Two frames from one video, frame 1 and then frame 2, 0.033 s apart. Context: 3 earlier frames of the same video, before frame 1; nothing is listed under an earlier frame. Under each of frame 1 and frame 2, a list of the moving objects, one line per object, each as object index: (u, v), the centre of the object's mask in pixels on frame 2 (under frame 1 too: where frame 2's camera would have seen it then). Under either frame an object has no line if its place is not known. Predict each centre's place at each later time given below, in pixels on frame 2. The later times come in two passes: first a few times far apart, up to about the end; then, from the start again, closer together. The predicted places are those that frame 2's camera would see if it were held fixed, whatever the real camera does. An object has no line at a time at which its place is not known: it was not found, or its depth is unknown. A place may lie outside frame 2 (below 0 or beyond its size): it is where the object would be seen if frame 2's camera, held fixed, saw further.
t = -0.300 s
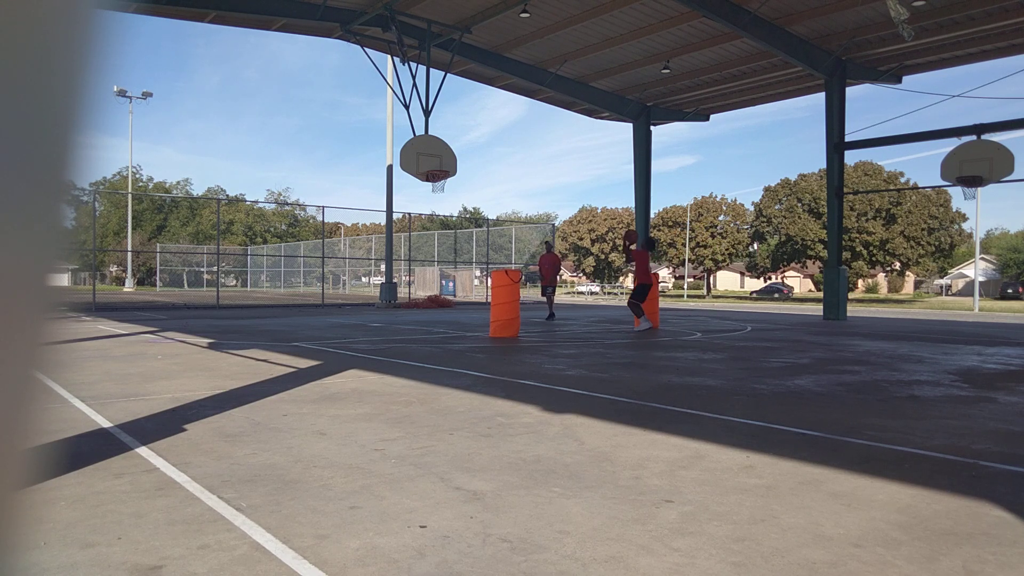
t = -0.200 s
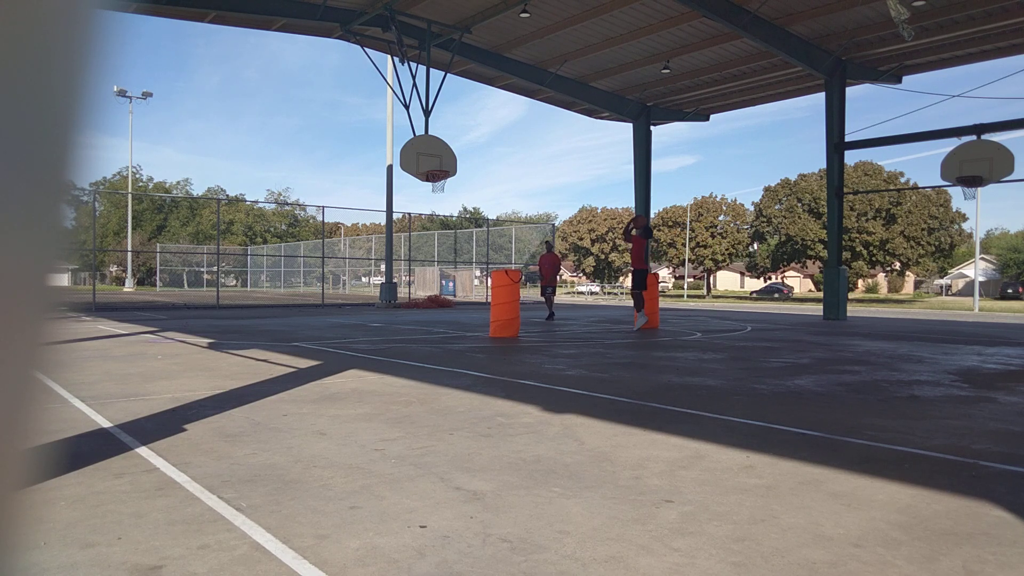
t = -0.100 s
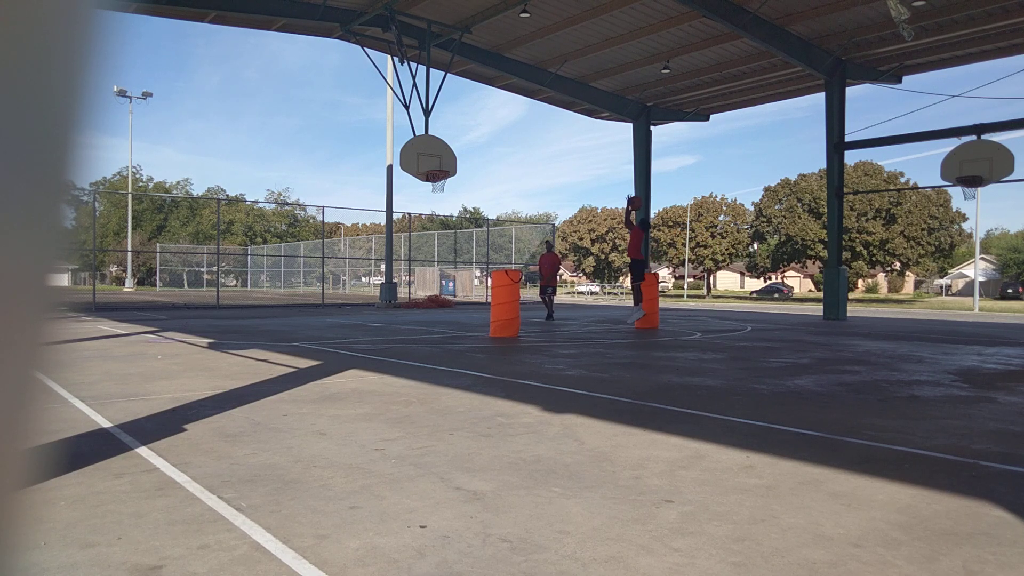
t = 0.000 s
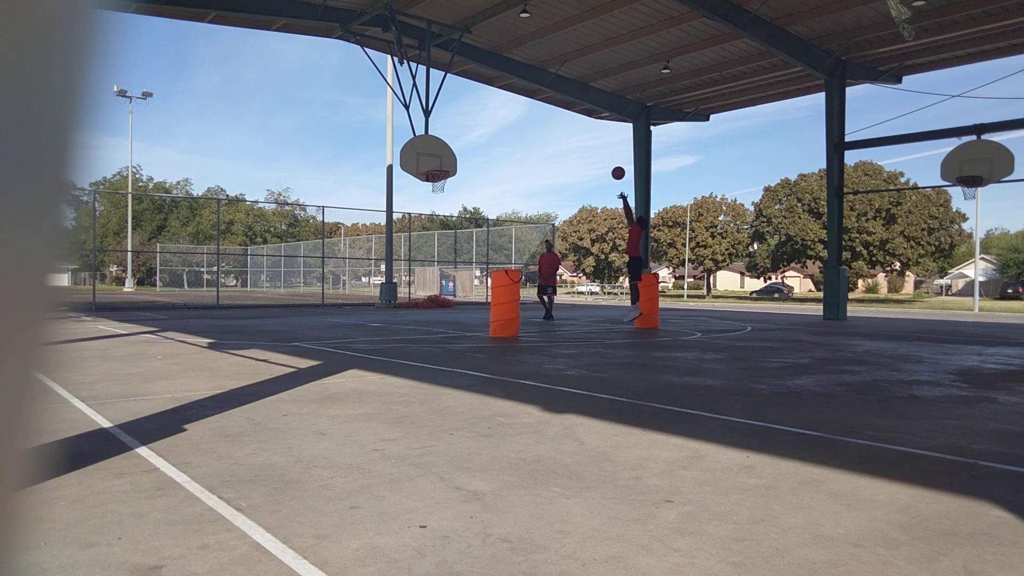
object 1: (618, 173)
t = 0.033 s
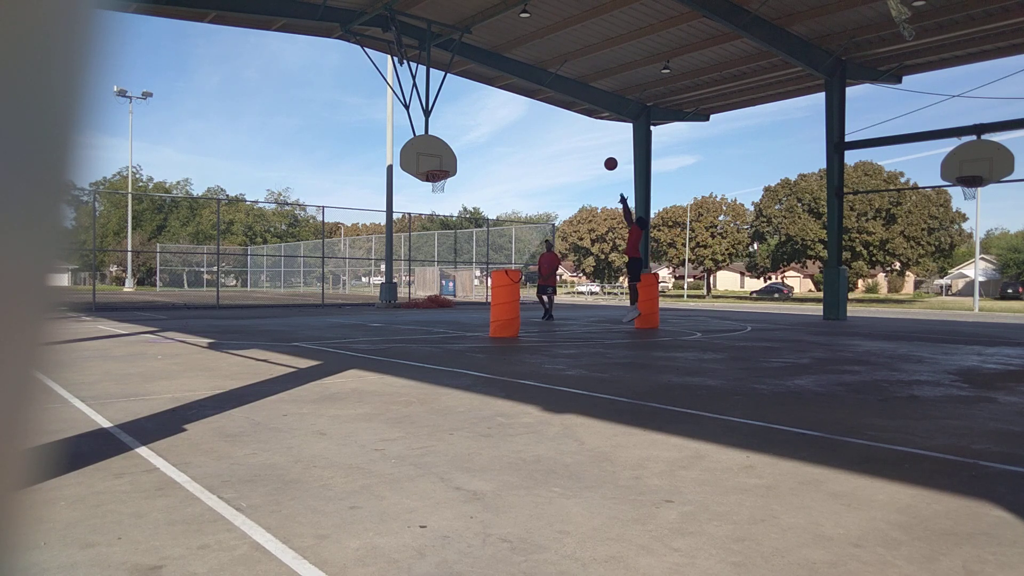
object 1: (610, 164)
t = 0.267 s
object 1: (561, 118)
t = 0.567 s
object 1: (505, 107)
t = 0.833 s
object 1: (460, 135)
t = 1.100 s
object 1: (436, 157)
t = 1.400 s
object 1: (447, 146)
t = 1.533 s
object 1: (452, 155)
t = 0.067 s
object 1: (603, 155)
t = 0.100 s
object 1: (596, 147)
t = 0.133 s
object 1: (589, 140)
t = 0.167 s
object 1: (582, 134)
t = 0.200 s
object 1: (575, 128)
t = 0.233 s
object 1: (568, 123)
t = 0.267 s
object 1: (561, 118)
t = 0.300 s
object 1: (555, 115)
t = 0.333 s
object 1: (548, 111)
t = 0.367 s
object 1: (542, 109)
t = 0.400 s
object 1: (535, 107)
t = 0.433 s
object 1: (529, 106)
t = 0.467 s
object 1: (523, 105)
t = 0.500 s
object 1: (517, 105)
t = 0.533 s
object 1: (511, 106)
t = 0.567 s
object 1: (505, 107)
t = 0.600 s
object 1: (499, 109)
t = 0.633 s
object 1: (493, 111)
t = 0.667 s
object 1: (488, 114)
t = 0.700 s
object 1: (482, 117)
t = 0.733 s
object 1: (476, 121)
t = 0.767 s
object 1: (471, 125)
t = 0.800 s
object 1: (465, 130)
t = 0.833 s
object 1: (460, 135)
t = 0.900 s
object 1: (450, 147)
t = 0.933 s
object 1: (444, 153)
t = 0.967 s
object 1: (439, 160)
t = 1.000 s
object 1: (434, 167)
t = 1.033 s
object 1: (434, 165)
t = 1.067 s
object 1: (435, 160)
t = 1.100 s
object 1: (436, 157)
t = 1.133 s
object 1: (438, 153)
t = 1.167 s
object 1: (439, 151)
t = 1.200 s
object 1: (440, 148)
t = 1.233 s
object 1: (441, 147)
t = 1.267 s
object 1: (442, 146)
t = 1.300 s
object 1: (443, 145)
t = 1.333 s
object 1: (445, 145)
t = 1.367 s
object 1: (446, 145)
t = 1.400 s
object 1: (447, 146)
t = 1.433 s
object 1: (449, 147)
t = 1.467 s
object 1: (450, 149)
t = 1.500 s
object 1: (451, 152)
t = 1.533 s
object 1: (452, 155)
